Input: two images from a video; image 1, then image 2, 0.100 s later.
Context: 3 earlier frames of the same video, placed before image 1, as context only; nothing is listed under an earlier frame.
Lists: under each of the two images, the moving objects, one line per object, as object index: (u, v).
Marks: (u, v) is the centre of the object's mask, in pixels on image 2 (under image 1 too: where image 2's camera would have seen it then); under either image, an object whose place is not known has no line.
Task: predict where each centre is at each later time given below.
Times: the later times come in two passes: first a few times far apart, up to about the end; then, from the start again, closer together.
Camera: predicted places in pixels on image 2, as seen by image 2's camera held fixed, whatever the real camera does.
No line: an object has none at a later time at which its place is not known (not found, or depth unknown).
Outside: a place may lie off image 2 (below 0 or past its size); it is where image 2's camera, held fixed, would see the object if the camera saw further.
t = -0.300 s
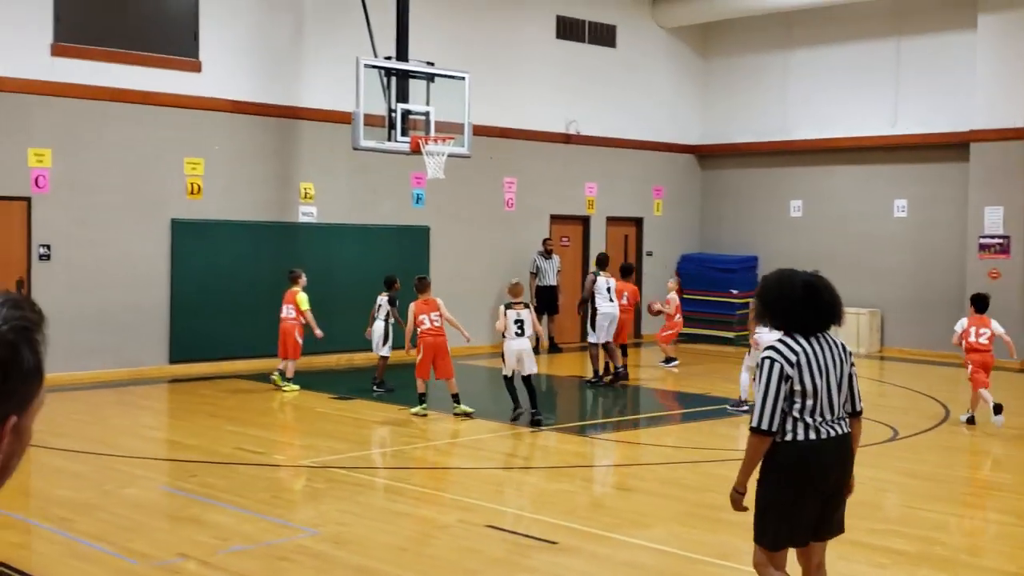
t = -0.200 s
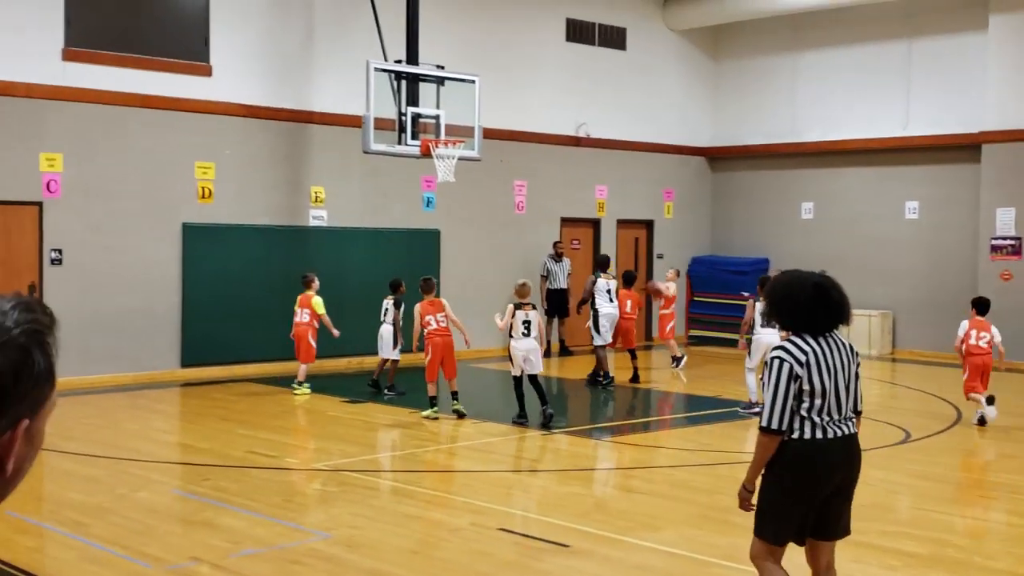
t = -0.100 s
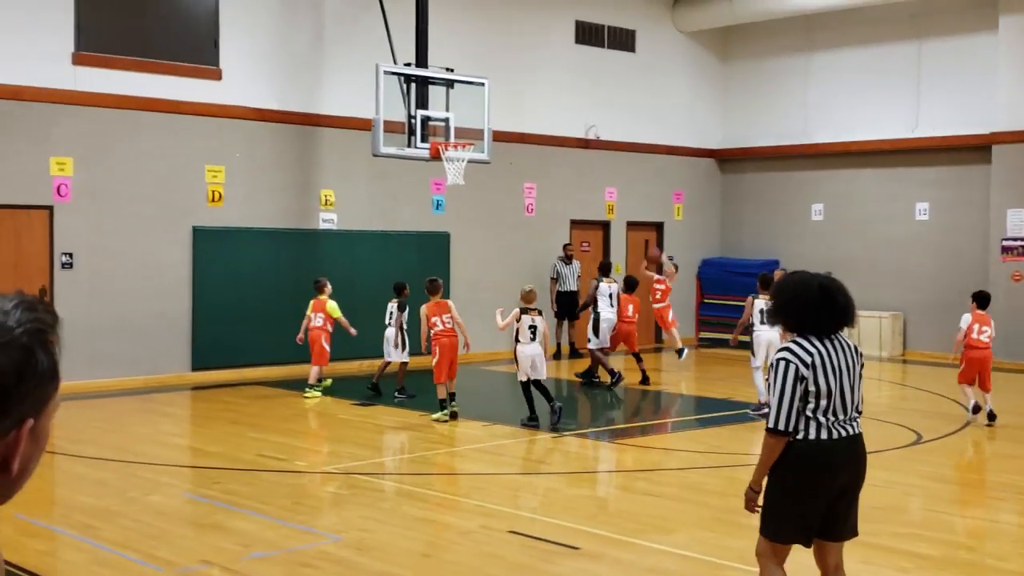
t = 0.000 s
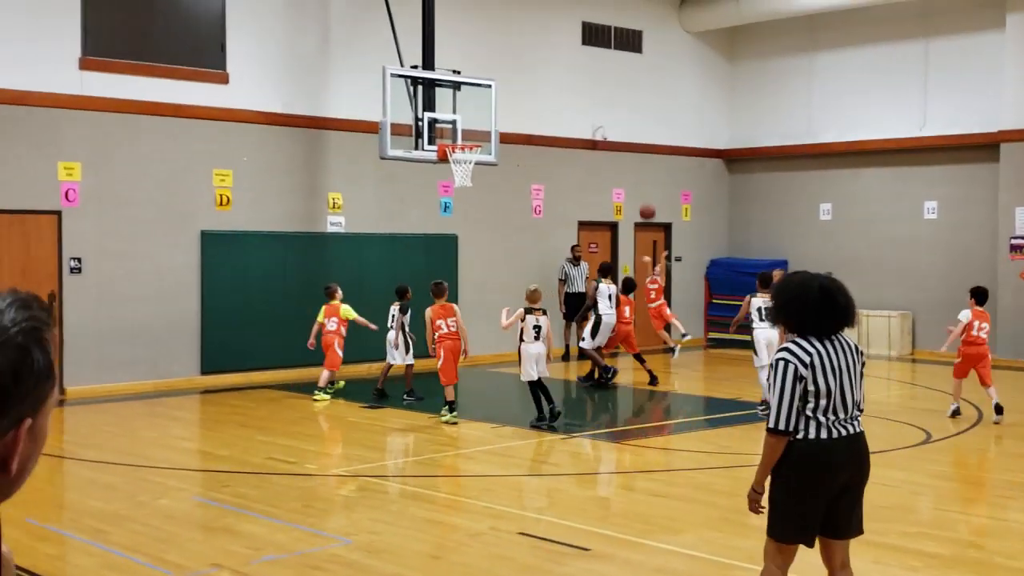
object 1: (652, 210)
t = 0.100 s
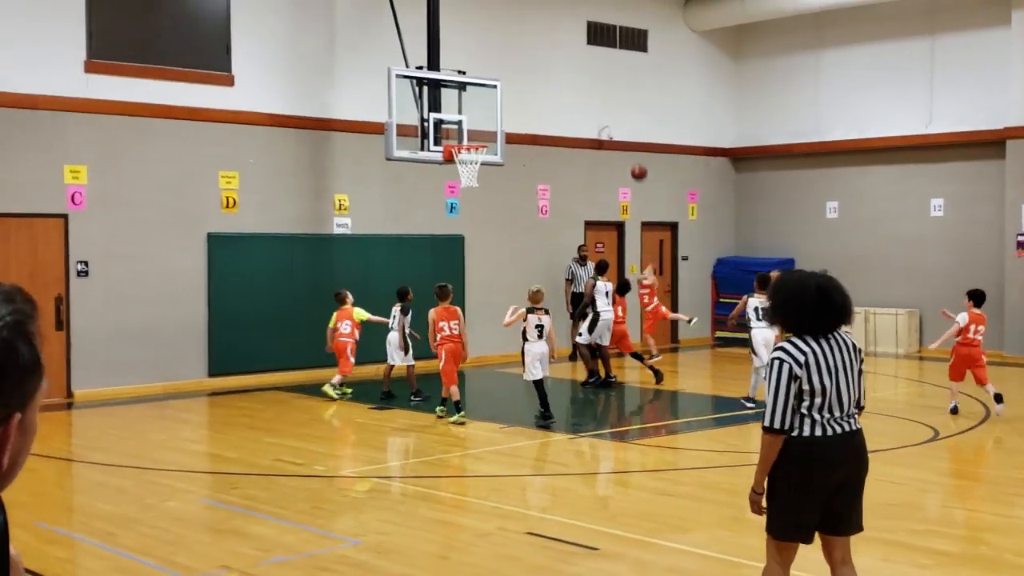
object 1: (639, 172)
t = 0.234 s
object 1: (621, 129)
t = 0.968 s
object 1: (504, 109)
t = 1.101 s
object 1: (486, 147)
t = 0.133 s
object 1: (634, 160)
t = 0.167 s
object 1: (631, 149)
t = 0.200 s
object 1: (626, 138)
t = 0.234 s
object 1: (621, 129)
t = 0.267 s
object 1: (616, 120)
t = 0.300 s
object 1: (612, 111)
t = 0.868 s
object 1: (521, 88)
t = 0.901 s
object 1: (515, 94)
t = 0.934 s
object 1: (509, 101)
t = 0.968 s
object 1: (504, 109)
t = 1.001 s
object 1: (498, 118)
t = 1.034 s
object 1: (492, 127)
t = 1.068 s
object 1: (488, 137)
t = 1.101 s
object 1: (486, 147)
